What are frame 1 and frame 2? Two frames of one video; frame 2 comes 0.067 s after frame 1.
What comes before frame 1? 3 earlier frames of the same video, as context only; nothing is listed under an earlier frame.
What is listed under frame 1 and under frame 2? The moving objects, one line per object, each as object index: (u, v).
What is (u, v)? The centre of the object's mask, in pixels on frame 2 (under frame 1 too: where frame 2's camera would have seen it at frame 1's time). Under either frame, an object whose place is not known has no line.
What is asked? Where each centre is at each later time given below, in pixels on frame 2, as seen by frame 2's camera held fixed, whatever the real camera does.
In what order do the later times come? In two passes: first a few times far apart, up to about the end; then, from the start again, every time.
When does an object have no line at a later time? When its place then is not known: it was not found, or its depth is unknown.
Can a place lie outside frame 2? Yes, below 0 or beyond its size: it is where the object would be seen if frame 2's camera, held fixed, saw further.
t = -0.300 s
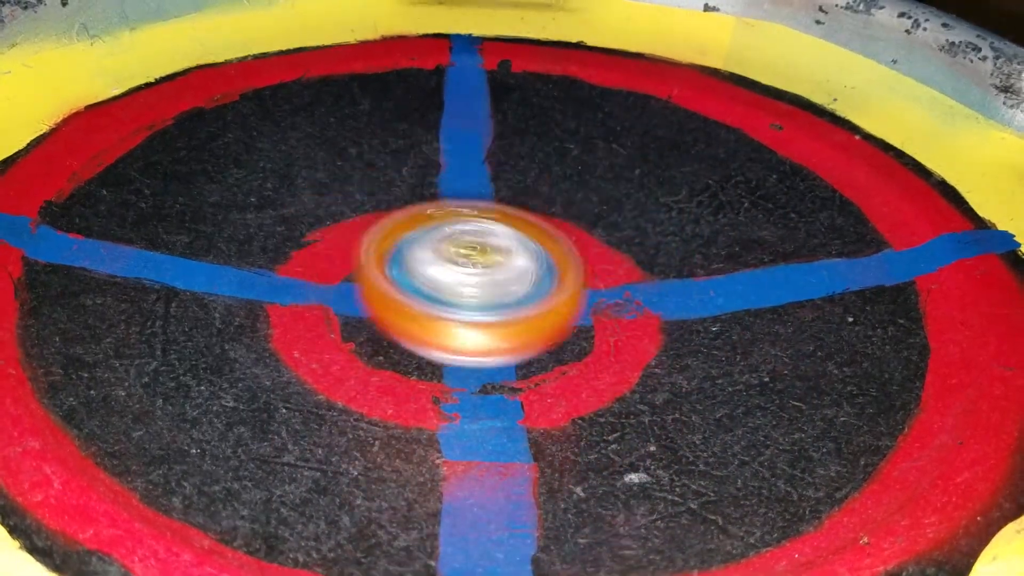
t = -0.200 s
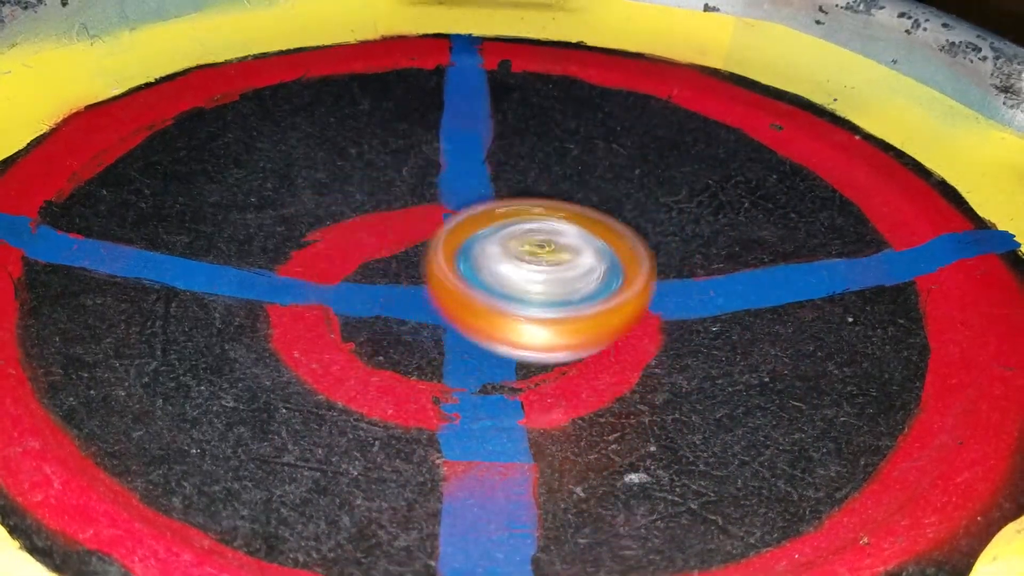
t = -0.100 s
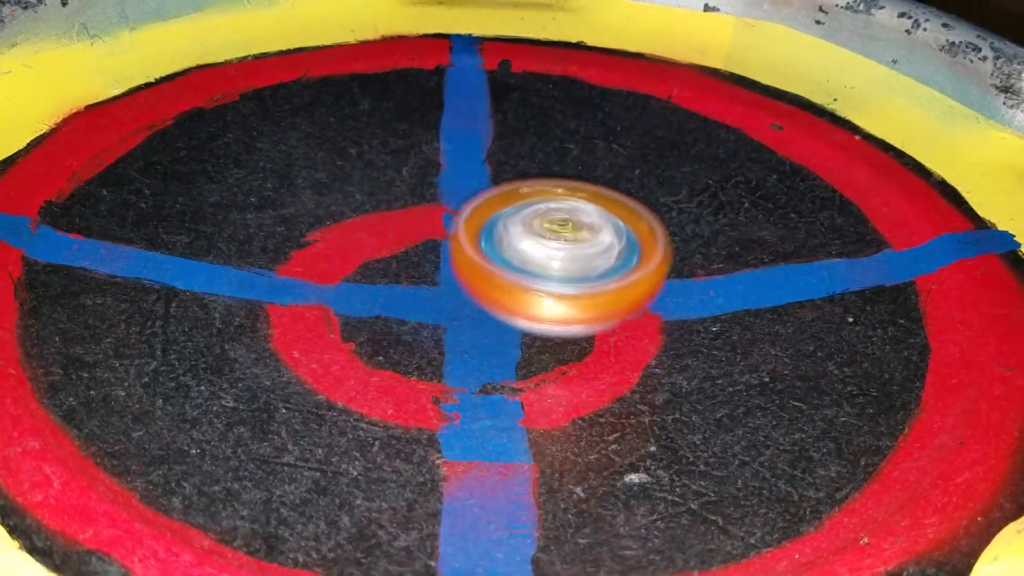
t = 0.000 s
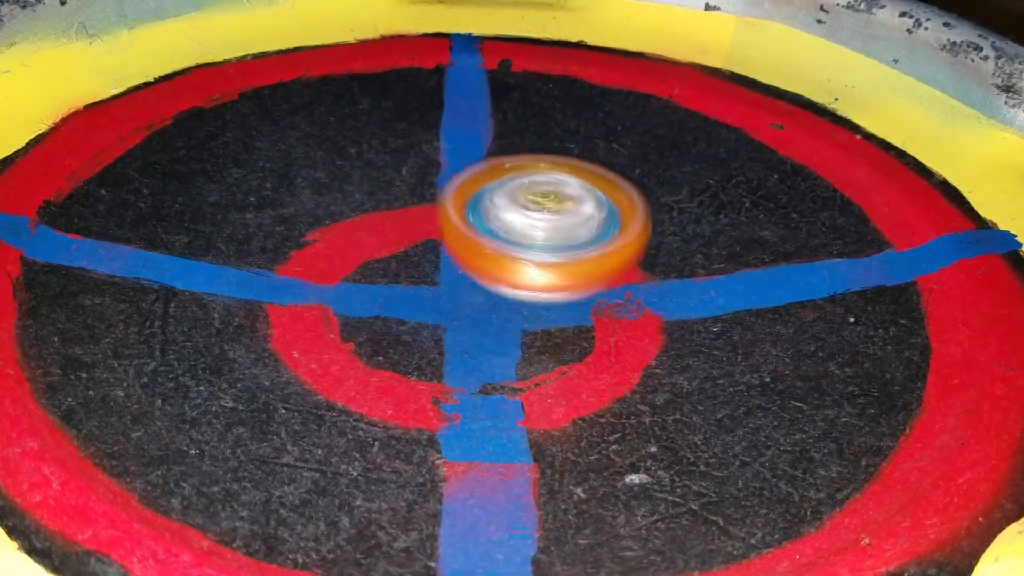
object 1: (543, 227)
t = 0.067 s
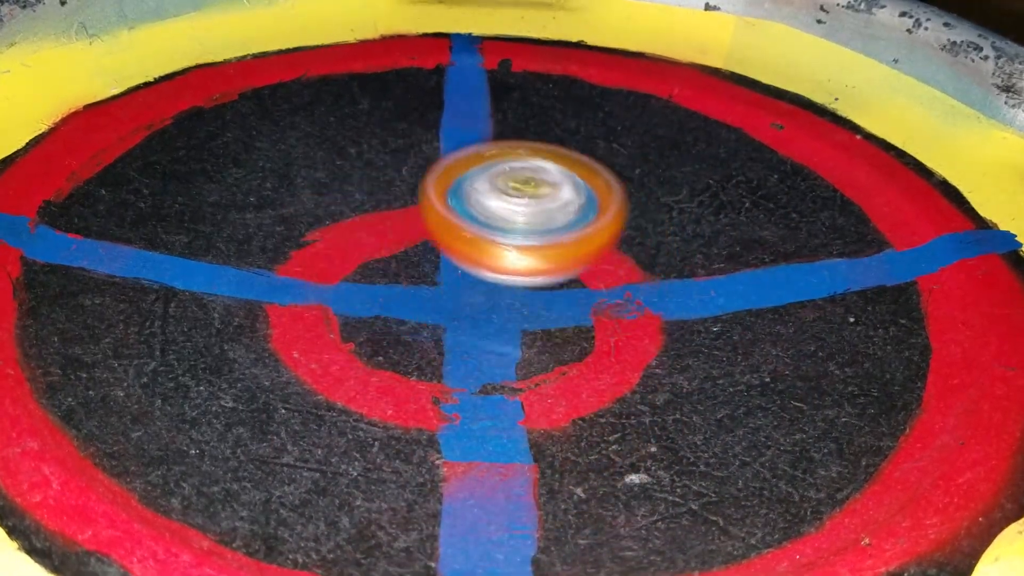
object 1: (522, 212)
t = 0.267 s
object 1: (443, 230)
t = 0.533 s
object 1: (550, 244)
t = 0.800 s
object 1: (477, 210)
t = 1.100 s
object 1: (540, 247)
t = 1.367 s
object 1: (512, 225)
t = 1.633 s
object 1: (512, 237)
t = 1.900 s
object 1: (532, 244)
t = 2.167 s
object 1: (530, 243)
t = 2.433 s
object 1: (528, 244)
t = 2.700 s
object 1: (536, 242)
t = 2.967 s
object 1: (528, 246)
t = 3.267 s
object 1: (533, 249)
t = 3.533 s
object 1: (528, 248)
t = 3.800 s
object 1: (521, 251)
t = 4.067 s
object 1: (519, 257)
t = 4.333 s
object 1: (521, 258)
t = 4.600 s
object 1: (519, 256)
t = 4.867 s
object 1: (518, 252)
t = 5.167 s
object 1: (514, 245)
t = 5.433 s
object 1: (530, 236)
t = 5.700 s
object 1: (474, 226)
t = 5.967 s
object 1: (485, 252)
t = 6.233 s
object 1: (519, 246)
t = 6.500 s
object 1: (509, 231)
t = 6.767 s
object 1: (492, 225)
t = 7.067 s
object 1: (503, 228)
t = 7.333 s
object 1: (495, 241)
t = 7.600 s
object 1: (521, 253)
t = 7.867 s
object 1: (532, 231)
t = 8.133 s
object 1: (501, 229)
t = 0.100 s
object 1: (508, 206)
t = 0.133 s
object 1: (493, 202)
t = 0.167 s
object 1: (485, 204)
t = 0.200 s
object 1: (472, 209)
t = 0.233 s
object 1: (456, 219)
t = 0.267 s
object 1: (443, 230)
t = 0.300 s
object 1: (443, 243)
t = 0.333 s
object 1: (452, 253)
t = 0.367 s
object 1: (470, 261)
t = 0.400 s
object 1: (494, 265)
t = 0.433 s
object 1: (517, 265)
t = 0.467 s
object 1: (536, 259)
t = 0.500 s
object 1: (546, 251)
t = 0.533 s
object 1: (550, 244)
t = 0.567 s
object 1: (553, 237)
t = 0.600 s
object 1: (552, 231)
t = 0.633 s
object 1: (547, 225)
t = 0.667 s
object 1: (539, 222)
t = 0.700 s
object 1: (523, 218)
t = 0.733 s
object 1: (504, 213)
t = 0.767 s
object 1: (487, 209)
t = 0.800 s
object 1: (477, 210)
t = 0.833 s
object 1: (469, 218)
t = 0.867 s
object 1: (467, 226)
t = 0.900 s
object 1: (470, 233)
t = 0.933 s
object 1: (475, 238)
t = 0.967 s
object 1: (485, 244)
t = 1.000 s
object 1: (501, 248)
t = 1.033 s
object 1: (518, 249)
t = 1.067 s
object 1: (530, 249)
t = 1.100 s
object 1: (540, 247)
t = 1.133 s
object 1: (542, 246)
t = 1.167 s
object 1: (542, 243)
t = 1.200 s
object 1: (541, 238)
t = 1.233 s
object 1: (534, 232)
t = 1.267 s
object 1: (527, 228)
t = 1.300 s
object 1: (521, 226)
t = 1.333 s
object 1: (516, 225)
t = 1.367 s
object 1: (512, 225)
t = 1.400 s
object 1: (510, 225)
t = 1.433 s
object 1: (509, 226)
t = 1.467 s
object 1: (508, 228)
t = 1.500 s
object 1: (508, 230)
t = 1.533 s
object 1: (507, 232)
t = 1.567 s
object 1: (507, 234)
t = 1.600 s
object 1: (509, 235)
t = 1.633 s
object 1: (512, 237)
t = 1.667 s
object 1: (514, 238)
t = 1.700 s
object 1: (518, 240)
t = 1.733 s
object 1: (520, 241)
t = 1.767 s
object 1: (522, 242)
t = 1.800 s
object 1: (524, 242)
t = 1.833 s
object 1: (527, 244)
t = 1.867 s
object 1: (529, 244)
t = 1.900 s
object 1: (532, 244)
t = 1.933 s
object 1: (533, 243)
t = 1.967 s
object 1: (534, 243)
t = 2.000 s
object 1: (534, 243)
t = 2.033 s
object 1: (534, 243)
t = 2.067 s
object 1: (531, 243)
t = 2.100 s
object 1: (529, 244)
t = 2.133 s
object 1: (529, 244)
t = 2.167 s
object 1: (530, 243)
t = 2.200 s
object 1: (530, 243)
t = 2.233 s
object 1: (529, 243)
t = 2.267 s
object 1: (530, 244)
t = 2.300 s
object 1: (530, 243)
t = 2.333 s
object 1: (530, 243)
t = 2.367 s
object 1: (529, 243)
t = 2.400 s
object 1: (528, 243)
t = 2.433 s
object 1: (528, 244)
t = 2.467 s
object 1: (529, 244)
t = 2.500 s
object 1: (532, 245)
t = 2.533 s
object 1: (534, 244)
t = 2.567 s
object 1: (534, 243)
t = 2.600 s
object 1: (533, 242)
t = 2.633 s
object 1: (536, 243)
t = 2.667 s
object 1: (536, 242)
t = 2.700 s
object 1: (536, 242)
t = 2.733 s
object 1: (534, 242)
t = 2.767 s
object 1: (531, 243)
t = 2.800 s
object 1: (529, 243)
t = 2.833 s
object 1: (528, 243)
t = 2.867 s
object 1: (528, 243)
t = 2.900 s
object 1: (526, 244)
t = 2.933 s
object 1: (526, 245)
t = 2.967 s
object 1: (528, 246)
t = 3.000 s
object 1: (528, 247)
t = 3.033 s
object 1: (529, 248)
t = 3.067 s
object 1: (530, 249)
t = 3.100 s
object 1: (531, 249)
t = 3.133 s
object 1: (532, 249)
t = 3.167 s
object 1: (533, 249)
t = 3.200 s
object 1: (534, 249)
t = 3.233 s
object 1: (534, 249)
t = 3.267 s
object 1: (533, 249)
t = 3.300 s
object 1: (533, 249)
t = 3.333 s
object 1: (532, 249)
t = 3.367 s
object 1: (531, 249)
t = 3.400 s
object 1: (531, 248)
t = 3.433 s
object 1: (530, 248)
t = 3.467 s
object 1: (529, 248)
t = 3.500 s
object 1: (529, 248)
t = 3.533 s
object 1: (528, 248)
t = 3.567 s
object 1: (529, 248)
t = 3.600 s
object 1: (529, 248)
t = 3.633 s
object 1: (529, 248)
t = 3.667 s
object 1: (529, 248)
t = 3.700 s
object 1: (528, 248)
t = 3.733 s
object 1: (527, 249)
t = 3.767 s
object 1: (523, 249)
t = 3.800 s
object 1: (521, 251)
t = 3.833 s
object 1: (518, 253)
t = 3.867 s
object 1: (517, 253)
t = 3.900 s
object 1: (516, 254)
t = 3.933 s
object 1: (514, 255)
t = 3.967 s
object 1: (513, 255)
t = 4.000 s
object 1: (515, 256)
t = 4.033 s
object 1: (516, 257)
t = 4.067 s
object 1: (519, 257)
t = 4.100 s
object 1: (521, 258)
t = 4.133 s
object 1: (522, 258)
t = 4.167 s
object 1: (524, 259)
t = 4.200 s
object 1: (524, 258)
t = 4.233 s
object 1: (523, 258)
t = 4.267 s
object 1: (522, 258)
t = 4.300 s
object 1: (521, 258)
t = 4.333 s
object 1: (521, 258)
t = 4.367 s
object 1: (523, 258)
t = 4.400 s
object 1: (524, 259)
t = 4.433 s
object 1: (524, 259)
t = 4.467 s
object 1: (524, 258)
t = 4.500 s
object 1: (522, 258)
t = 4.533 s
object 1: (520, 257)
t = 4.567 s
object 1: (519, 256)
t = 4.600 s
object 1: (519, 256)
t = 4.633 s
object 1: (519, 255)
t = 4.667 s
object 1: (519, 254)
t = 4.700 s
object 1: (518, 253)
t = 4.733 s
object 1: (517, 252)
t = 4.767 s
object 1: (517, 251)
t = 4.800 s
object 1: (517, 251)
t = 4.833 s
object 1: (518, 252)
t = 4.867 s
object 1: (518, 252)
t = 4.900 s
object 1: (519, 252)
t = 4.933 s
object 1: (519, 251)
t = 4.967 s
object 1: (518, 251)
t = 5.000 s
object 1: (516, 250)
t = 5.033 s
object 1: (516, 250)
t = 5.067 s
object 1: (515, 249)
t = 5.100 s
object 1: (515, 248)
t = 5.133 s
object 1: (515, 247)
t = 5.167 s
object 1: (514, 245)
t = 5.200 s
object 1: (512, 242)
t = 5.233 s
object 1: (511, 241)
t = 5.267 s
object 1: (509, 241)
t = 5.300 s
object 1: (515, 246)
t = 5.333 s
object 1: (524, 246)
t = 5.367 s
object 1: (533, 244)
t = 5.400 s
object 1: (535, 241)
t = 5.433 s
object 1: (530, 236)
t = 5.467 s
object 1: (523, 231)
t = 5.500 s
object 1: (516, 229)
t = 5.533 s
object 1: (508, 227)
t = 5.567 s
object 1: (501, 225)
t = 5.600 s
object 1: (493, 224)
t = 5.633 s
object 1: (485, 223)
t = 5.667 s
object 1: (478, 223)
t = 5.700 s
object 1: (474, 226)
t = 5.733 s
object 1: (471, 230)
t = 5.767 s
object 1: (471, 235)
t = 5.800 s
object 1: (475, 239)
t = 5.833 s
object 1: (476, 243)
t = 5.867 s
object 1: (476, 247)
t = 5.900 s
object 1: (479, 250)
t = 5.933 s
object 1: (481, 251)
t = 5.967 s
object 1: (485, 252)
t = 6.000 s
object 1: (487, 253)
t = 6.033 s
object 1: (490, 255)
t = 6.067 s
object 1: (494, 256)
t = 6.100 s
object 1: (502, 254)
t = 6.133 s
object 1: (508, 252)
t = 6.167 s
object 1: (513, 250)
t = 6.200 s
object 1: (516, 248)
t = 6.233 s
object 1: (519, 246)
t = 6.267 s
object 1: (522, 243)
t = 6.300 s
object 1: (517, 240)
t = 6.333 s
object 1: (512, 238)
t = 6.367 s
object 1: (510, 237)
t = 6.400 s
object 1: (509, 235)
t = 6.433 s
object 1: (509, 232)
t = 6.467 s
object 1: (509, 230)
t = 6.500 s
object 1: (509, 231)
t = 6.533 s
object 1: (509, 231)
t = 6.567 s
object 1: (510, 231)
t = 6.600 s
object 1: (510, 229)
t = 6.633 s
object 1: (510, 227)
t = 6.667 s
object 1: (505, 225)
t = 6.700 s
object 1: (500, 224)
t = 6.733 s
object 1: (494, 224)
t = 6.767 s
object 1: (492, 225)
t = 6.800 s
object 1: (493, 227)
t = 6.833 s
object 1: (492, 229)
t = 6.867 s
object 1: (492, 229)
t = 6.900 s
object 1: (497, 230)
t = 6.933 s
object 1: (501, 230)
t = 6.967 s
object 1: (503, 231)
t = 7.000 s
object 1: (503, 230)
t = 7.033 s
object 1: (504, 229)
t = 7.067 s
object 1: (503, 228)
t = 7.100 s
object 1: (500, 227)
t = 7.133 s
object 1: (497, 228)
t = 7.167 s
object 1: (495, 229)
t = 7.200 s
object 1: (492, 232)
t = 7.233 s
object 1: (489, 233)
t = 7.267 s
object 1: (489, 235)
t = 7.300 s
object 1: (491, 238)
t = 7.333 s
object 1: (495, 241)
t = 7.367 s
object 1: (500, 244)
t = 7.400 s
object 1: (502, 245)
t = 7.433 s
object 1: (503, 247)
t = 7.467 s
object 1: (505, 249)
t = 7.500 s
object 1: (508, 251)
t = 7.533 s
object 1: (516, 252)
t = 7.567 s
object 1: (520, 253)
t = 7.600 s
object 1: (521, 253)
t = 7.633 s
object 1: (522, 254)
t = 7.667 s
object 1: (524, 254)
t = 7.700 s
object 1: (529, 254)
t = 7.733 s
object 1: (535, 252)
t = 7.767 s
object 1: (539, 249)
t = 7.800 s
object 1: (540, 245)
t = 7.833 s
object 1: (537, 239)
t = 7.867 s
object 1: (532, 231)
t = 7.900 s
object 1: (528, 226)
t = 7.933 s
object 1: (524, 224)
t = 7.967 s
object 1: (521, 223)
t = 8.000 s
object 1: (517, 224)
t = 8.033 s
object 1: (513, 224)
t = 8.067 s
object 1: (509, 226)
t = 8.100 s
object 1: (505, 228)
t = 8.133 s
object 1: (501, 229)
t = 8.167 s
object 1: (499, 231)
